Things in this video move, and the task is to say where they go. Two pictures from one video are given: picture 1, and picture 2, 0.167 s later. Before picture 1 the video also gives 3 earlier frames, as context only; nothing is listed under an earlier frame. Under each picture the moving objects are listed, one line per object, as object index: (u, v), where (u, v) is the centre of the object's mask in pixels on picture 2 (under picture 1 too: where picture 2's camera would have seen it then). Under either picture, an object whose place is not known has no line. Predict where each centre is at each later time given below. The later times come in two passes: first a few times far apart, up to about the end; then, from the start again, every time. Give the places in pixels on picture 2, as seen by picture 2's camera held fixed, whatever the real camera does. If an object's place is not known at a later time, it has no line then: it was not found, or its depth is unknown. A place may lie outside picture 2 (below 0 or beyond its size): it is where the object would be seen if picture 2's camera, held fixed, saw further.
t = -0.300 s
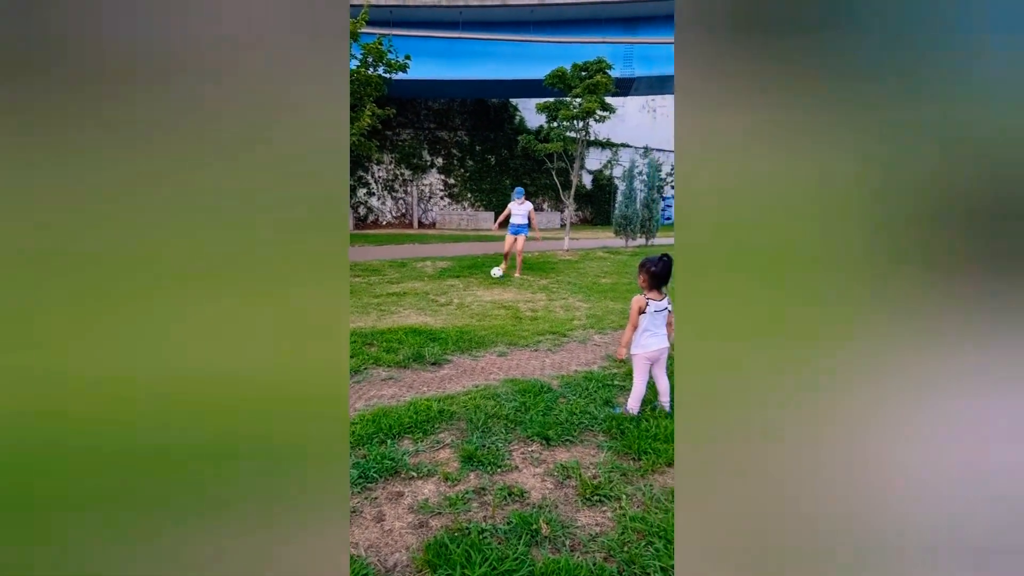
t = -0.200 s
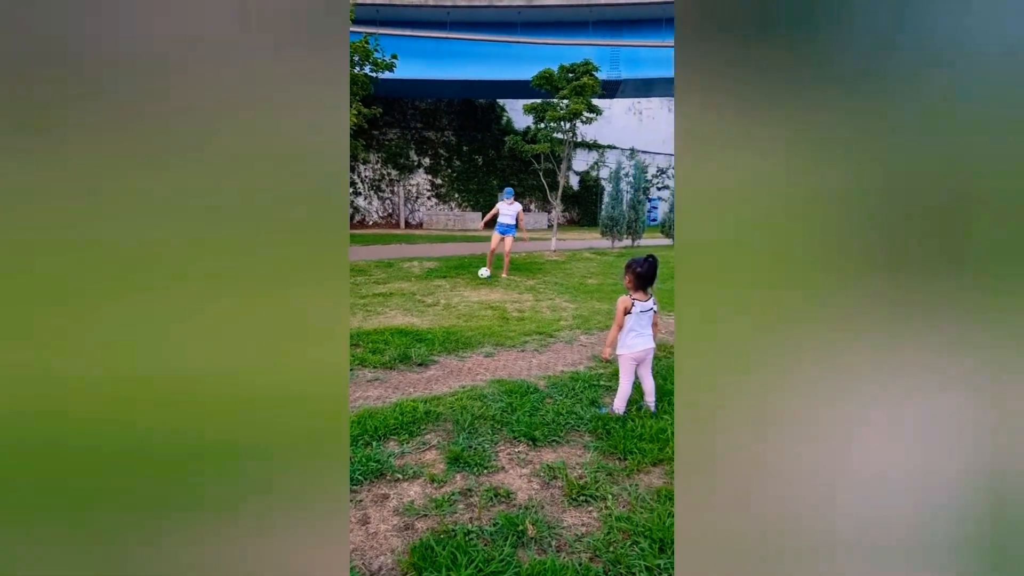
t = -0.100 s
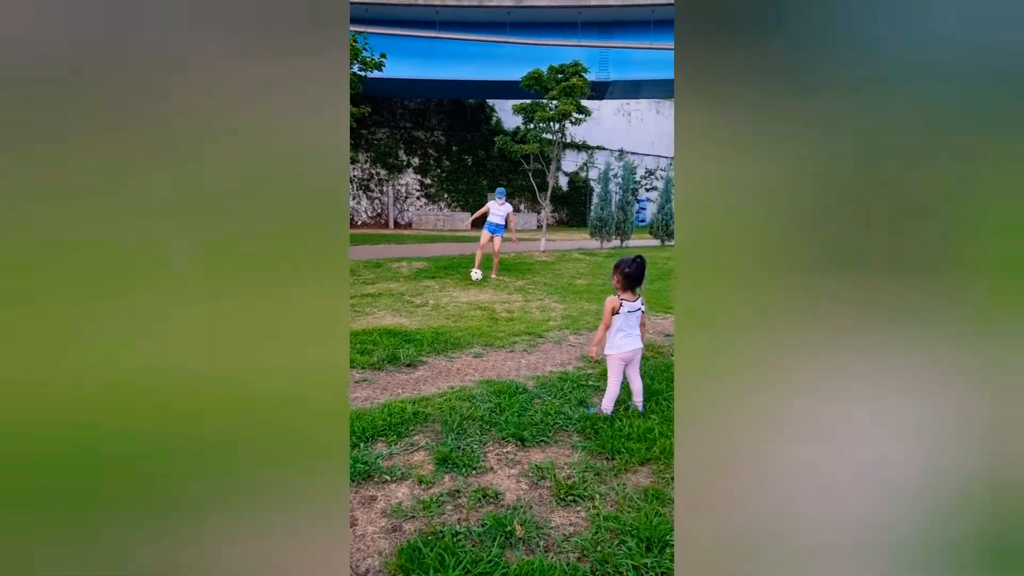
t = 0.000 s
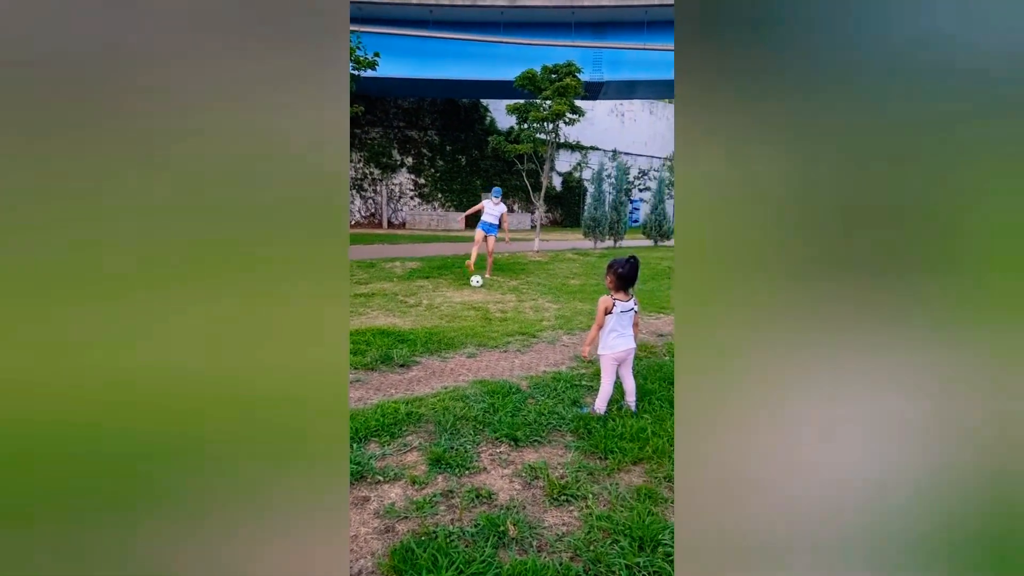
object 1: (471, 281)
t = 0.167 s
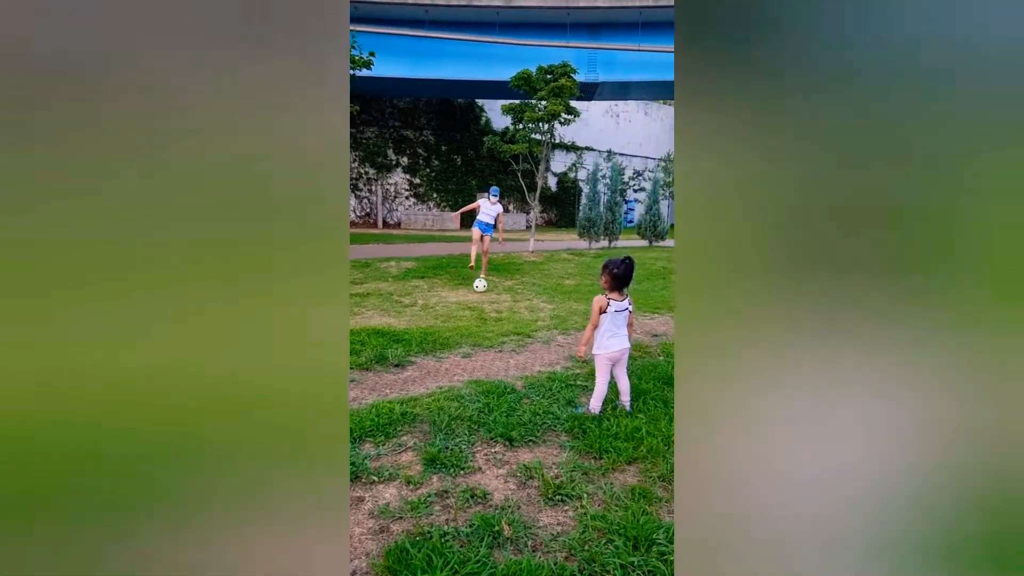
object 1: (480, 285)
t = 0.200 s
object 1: (481, 285)
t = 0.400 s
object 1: (492, 292)
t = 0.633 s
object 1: (506, 301)
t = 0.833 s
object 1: (518, 316)
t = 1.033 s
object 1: (529, 324)
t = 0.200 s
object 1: (481, 285)
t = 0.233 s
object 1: (483, 285)
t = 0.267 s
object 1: (485, 287)
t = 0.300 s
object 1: (487, 290)
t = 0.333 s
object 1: (489, 293)
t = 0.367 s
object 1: (490, 293)
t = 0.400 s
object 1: (492, 292)
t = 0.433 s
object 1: (494, 292)
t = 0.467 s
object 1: (496, 292)
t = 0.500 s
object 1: (498, 294)
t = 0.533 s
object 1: (500, 298)
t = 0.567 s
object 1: (502, 301)
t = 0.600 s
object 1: (504, 302)
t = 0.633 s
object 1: (506, 301)
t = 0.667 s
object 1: (508, 301)
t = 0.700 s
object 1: (510, 302)
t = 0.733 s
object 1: (512, 305)
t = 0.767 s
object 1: (514, 308)
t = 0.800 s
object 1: (516, 313)
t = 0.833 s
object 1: (518, 316)
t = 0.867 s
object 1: (519, 315)
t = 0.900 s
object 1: (521, 316)
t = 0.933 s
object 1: (523, 317)
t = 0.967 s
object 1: (525, 320)
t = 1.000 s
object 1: (527, 324)
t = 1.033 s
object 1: (529, 324)
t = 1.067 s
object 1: (532, 325)
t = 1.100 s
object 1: (534, 326)
